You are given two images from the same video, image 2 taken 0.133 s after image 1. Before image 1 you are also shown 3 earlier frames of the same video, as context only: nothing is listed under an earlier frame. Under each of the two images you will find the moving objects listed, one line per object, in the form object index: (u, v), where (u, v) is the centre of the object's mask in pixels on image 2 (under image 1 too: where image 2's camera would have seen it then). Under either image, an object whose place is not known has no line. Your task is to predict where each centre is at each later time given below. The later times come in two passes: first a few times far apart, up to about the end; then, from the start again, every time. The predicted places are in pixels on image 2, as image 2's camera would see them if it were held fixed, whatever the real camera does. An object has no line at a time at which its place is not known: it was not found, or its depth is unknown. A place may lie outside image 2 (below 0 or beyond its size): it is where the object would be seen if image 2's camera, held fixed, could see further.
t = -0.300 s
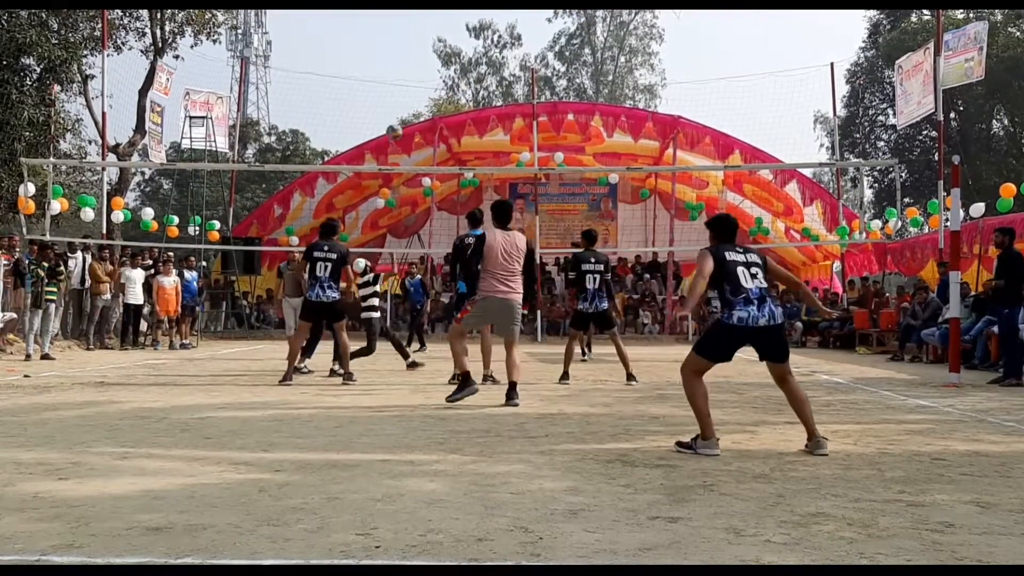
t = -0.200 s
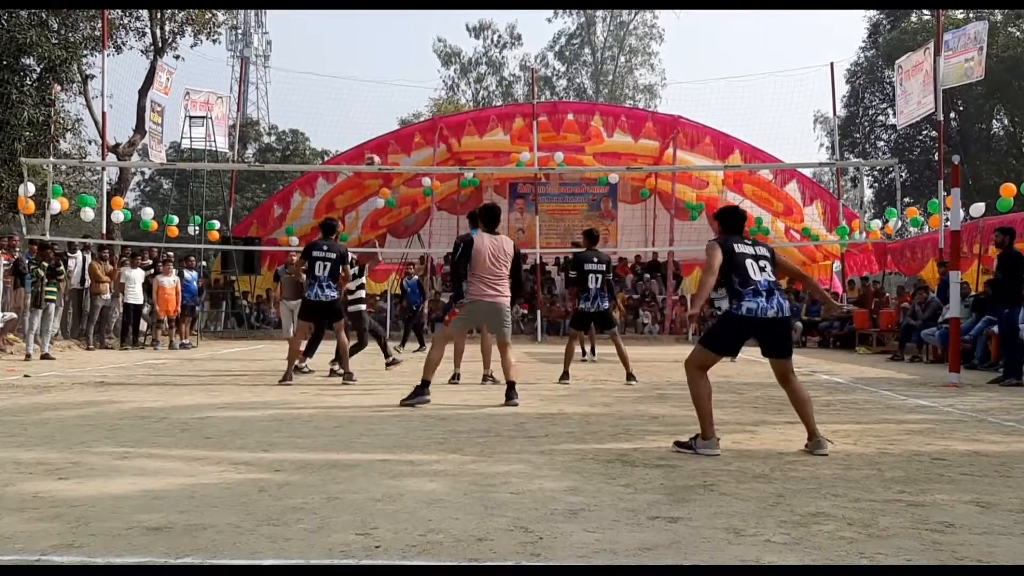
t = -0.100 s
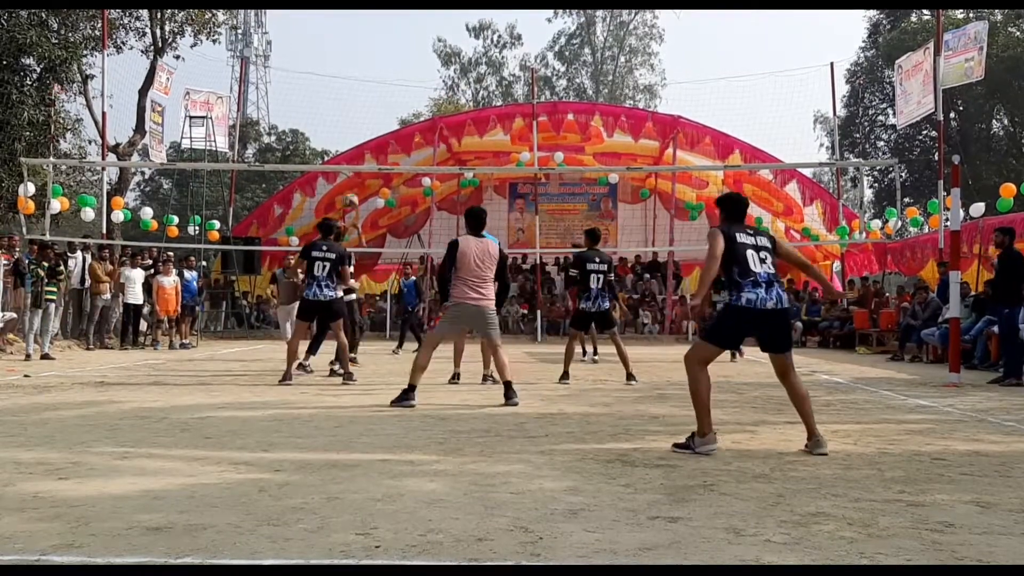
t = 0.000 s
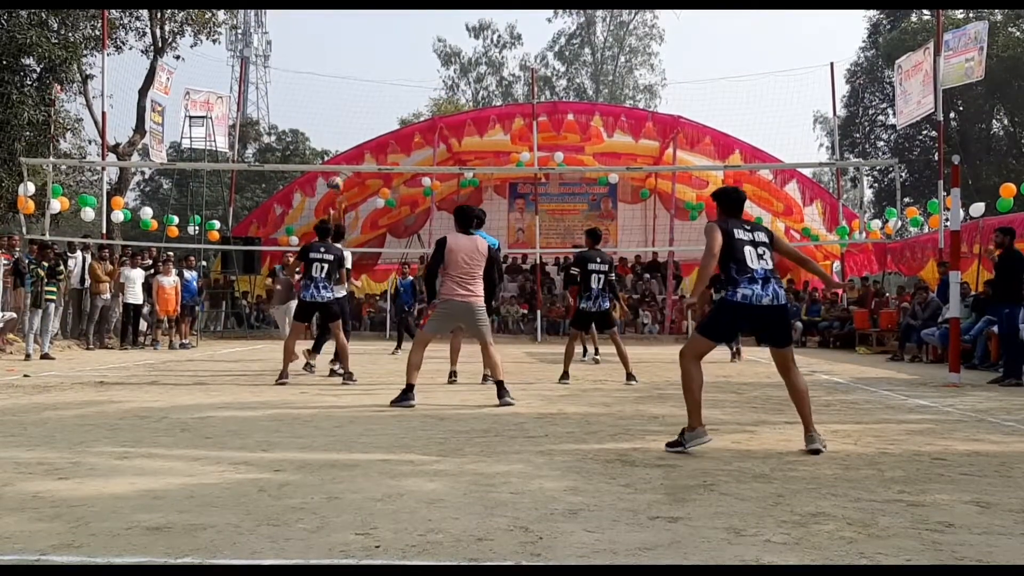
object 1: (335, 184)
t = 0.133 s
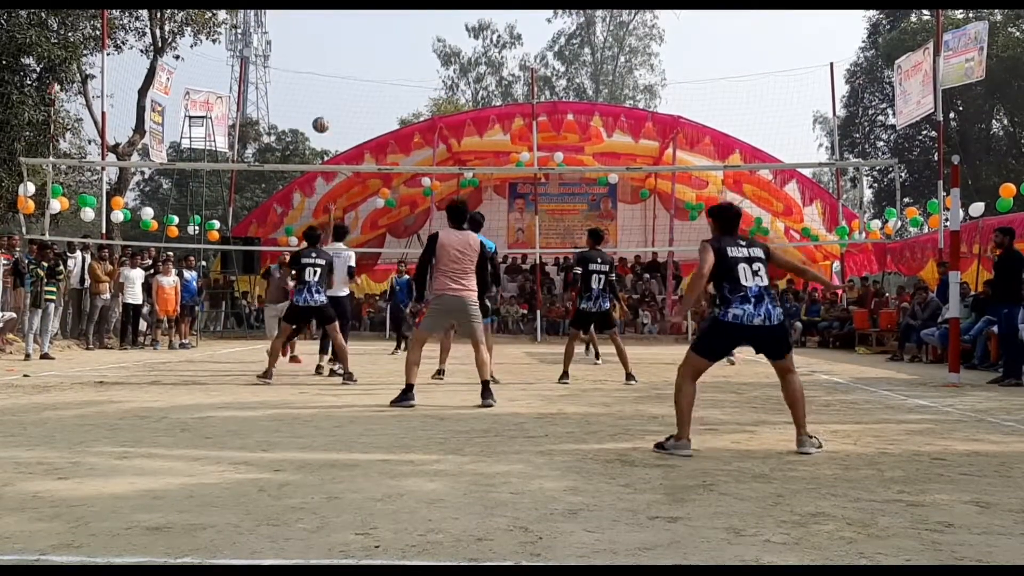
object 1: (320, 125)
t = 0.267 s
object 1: (306, 79)
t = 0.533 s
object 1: (280, 31)
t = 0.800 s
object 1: (255, 39)
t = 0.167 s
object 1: (317, 112)
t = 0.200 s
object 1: (314, 100)
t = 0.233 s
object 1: (310, 89)
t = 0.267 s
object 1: (306, 79)
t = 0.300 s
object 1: (303, 70)
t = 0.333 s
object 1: (300, 61)
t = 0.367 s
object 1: (297, 54)
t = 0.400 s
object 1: (294, 48)
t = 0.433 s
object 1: (290, 42)
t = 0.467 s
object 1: (287, 37)
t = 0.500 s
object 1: (284, 33)
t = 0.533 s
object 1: (280, 31)
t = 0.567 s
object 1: (277, 28)
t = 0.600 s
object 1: (274, 28)
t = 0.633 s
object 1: (271, 28)
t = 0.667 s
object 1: (268, 28)
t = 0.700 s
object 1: (265, 30)
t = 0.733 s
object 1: (262, 32)
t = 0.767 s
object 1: (258, 36)
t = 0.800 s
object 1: (255, 39)
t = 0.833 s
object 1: (253, 44)
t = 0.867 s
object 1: (249, 50)
